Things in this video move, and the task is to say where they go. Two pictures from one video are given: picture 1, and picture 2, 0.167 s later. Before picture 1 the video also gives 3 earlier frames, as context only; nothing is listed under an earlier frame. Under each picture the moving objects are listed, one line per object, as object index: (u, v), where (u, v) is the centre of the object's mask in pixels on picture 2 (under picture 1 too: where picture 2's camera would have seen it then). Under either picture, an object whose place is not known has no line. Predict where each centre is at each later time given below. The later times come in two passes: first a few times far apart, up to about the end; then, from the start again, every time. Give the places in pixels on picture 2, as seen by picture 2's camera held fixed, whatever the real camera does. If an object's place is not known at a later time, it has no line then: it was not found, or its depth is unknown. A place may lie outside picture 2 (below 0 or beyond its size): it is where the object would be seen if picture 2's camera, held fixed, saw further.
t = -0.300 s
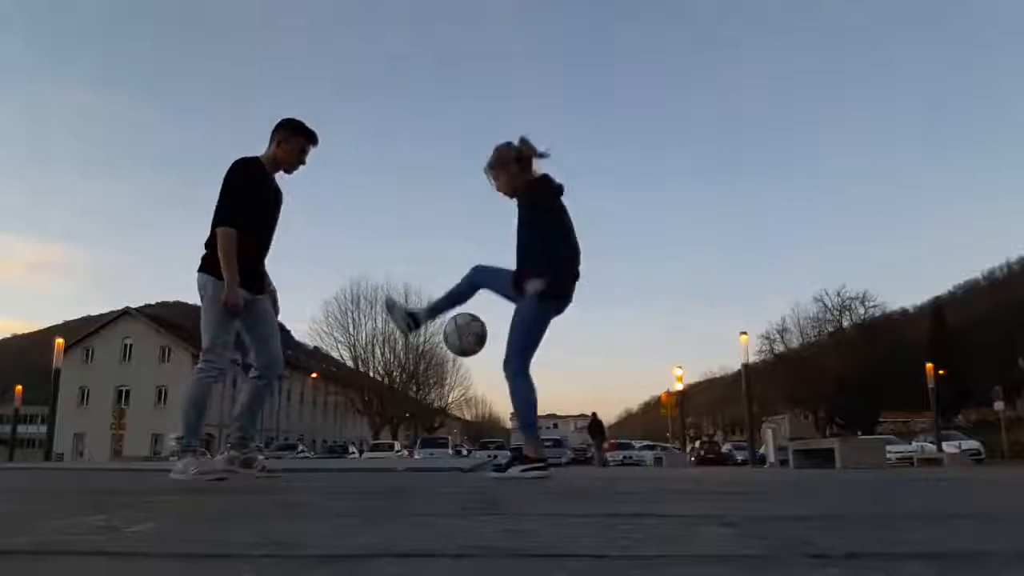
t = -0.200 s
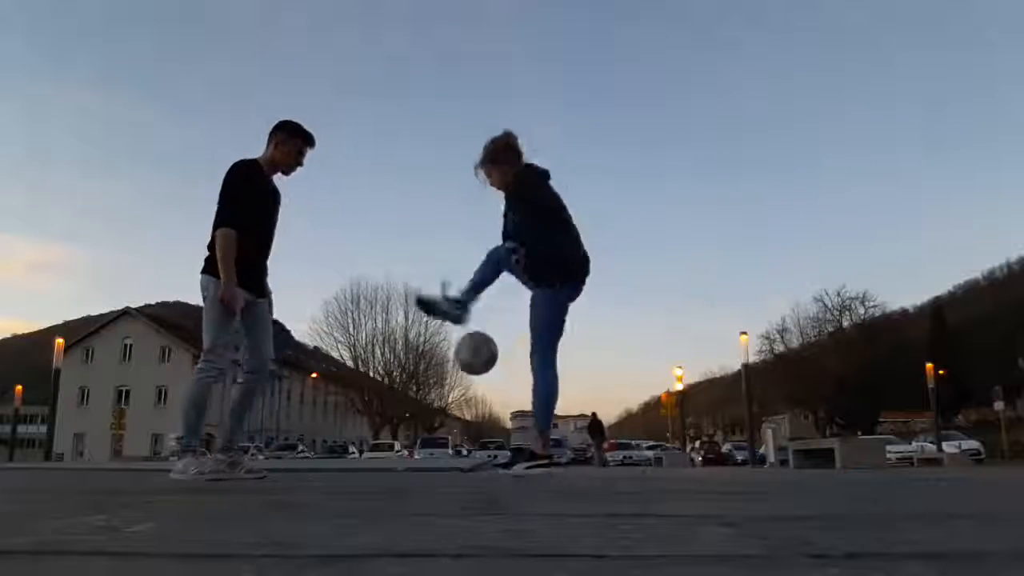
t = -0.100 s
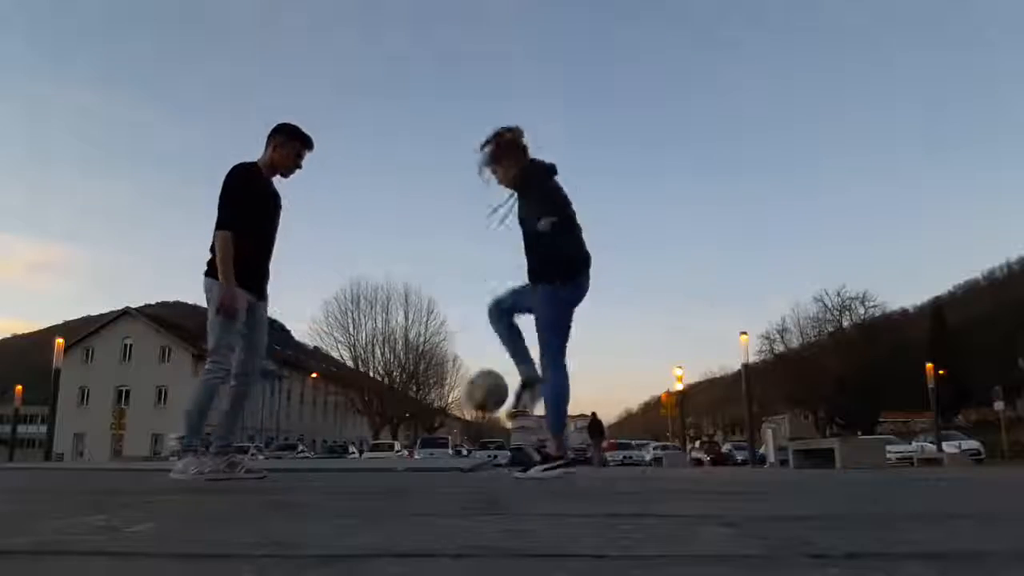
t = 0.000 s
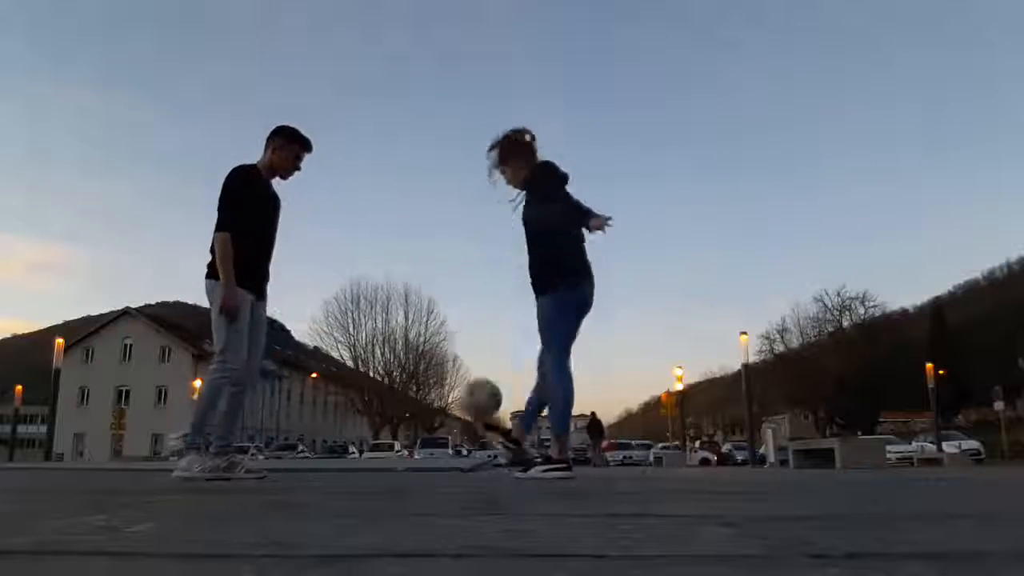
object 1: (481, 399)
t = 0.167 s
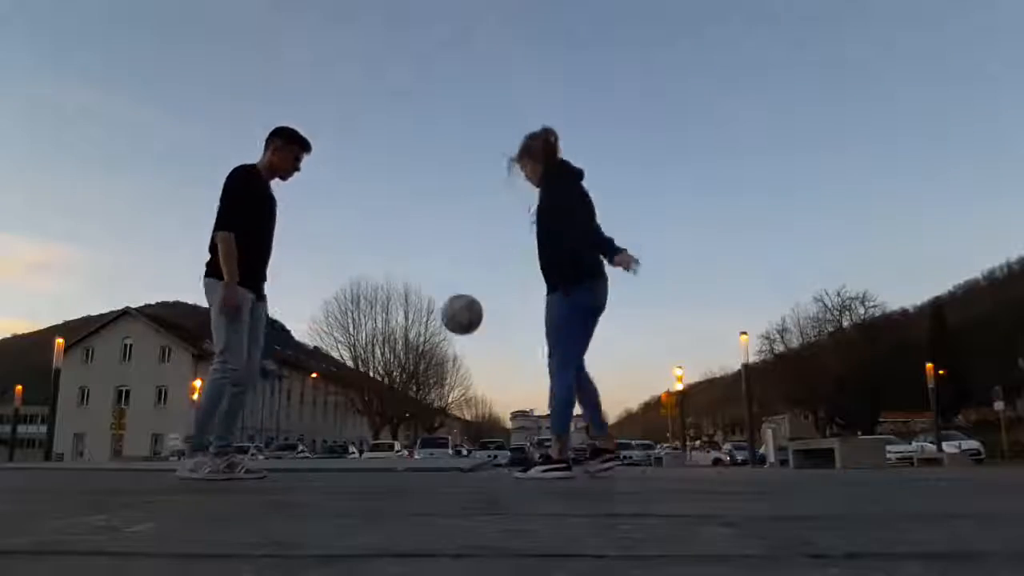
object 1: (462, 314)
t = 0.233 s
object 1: (454, 294)
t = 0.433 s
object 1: (430, 284)
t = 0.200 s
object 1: (458, 303)
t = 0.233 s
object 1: (454, 294)
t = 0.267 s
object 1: (450, 287)
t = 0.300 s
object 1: (446, 283)
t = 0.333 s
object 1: (442, 280)
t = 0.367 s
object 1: (439, 279)
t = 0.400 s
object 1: (434, 280)
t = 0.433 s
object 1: (430, 284)
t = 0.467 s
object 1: (426, 289)
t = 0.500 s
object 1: (422, 297)
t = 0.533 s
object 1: (418, 307)
